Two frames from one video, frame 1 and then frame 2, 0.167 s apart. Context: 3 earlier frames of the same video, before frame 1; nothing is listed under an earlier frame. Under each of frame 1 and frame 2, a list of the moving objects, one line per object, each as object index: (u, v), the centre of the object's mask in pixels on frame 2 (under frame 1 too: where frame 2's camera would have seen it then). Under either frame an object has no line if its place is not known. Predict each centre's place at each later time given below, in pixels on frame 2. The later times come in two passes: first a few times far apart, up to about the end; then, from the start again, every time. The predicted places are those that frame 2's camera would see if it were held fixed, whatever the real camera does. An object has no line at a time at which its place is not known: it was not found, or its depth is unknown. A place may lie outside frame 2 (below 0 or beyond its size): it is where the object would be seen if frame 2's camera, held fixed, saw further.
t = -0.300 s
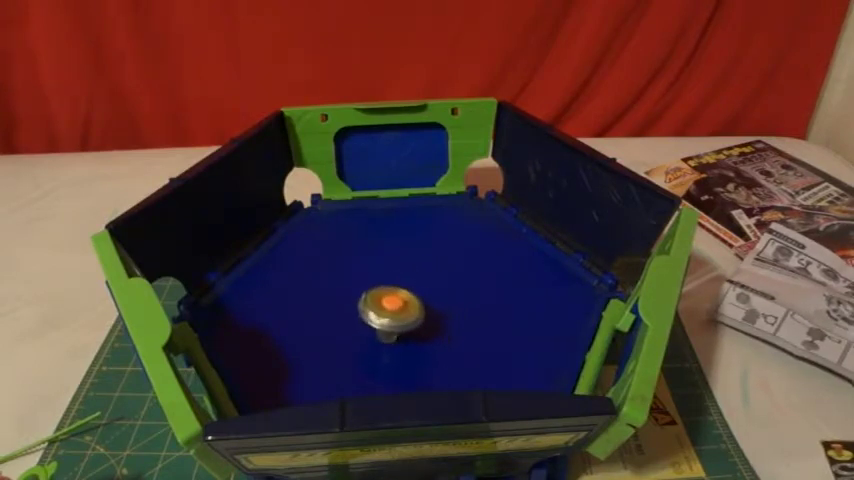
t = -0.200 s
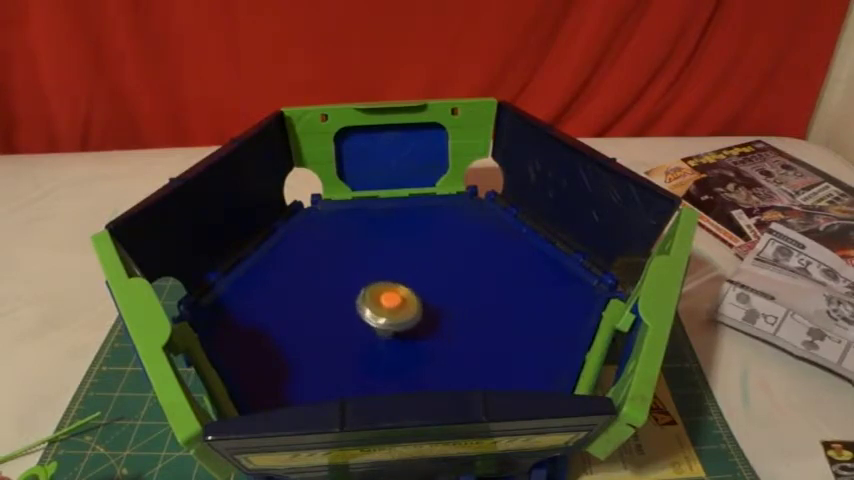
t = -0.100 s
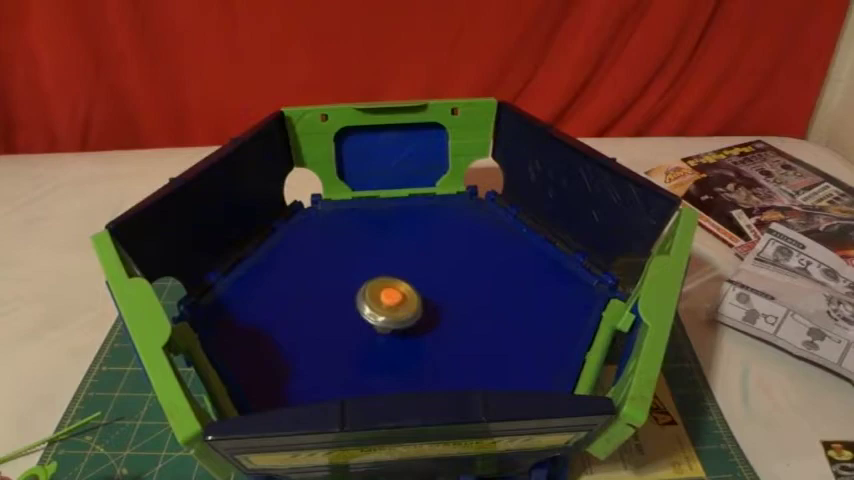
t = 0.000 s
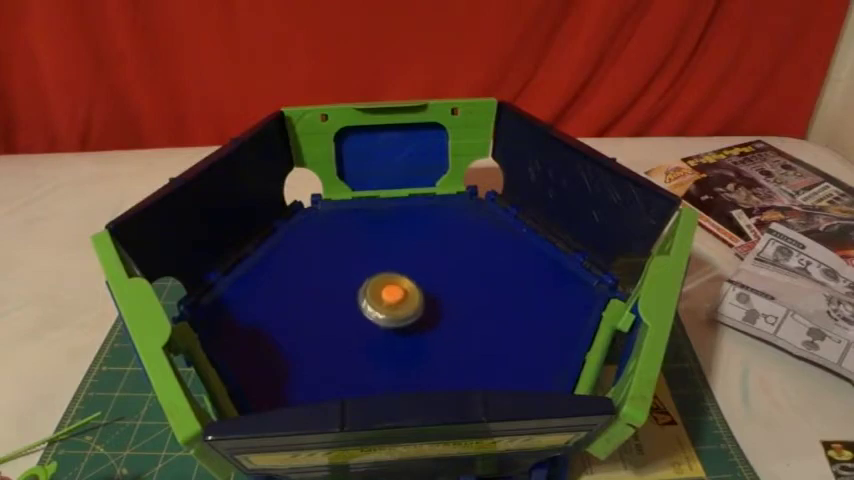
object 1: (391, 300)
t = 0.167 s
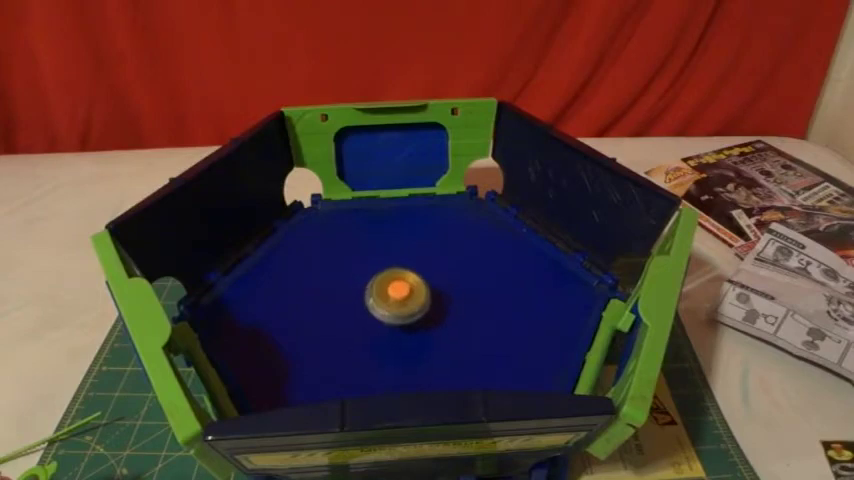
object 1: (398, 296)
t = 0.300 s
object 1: (405, 295)
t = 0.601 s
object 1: (419, 301)
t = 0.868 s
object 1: (417, 312)
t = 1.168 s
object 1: (403, 317)
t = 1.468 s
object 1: (390, 308)
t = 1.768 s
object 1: (395, 298)
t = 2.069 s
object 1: (410, 296)
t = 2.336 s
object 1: (420, 303)
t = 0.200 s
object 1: (400, 296)
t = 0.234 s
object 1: (401, 296)
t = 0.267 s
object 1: (403, 295)
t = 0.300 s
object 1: (405, 295)
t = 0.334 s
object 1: (407, 296)
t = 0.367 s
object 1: (409, 296)
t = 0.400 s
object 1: (410, 296)
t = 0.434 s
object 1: (413, 297)
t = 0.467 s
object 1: (414, 297)
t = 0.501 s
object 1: (415, 298)
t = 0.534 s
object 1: (416, 299)
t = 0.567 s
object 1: (418, 300)
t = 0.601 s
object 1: (419, 301)
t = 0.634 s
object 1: (419, 303)
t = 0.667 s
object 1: (420, 304)
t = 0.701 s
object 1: (420, 305)
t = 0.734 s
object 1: (420, 307)
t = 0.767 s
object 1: (420, 308)
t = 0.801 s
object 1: (419, 310)
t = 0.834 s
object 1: (418, 311)
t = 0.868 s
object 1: (417, 312)
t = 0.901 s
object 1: (417, 314)
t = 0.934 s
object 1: (415, 314)
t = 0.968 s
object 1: (414, 315)
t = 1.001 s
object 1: (412, 316)
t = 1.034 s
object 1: (410, 317)
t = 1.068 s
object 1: (409, 317)
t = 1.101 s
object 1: (407, 317)
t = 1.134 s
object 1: (404, 317)
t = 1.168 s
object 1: (403, 317)
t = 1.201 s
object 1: (400, 317)
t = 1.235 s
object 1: (398, 316)
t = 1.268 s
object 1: (396, 315)
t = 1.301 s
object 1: (395, 314)
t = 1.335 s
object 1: (393, 313)
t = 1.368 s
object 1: (392, 312)
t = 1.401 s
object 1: (391, 311)
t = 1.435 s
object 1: (390, 310)
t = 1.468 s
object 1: (390, 308)
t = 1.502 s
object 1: (389, 307)
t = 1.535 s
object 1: (389, 306)
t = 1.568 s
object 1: (389, 304)
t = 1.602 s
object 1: (390, 303)
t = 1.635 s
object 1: (390, 302)
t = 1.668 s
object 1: (391, 301)
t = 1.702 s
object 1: (392, 300)
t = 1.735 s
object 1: (393, 299)
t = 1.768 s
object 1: (395, 298)
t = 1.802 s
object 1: (396, 297)
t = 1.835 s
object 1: (398, 297)
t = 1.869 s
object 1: (399, 296)
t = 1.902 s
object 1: (401, 296)
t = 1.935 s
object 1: (403, 296)
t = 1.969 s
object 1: (405, 295)
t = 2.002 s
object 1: (406, 295)
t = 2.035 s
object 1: (408, 295)
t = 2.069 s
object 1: (410, 296)
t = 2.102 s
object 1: (411, 296)
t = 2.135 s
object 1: (413, 297)
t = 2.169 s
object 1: (414, 298)
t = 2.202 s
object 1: (415, 298)
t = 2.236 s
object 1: (416, 299)
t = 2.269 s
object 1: (417, 300)
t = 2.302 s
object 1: (419, 301)
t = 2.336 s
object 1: (420, 303)
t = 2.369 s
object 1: (420, 304)
